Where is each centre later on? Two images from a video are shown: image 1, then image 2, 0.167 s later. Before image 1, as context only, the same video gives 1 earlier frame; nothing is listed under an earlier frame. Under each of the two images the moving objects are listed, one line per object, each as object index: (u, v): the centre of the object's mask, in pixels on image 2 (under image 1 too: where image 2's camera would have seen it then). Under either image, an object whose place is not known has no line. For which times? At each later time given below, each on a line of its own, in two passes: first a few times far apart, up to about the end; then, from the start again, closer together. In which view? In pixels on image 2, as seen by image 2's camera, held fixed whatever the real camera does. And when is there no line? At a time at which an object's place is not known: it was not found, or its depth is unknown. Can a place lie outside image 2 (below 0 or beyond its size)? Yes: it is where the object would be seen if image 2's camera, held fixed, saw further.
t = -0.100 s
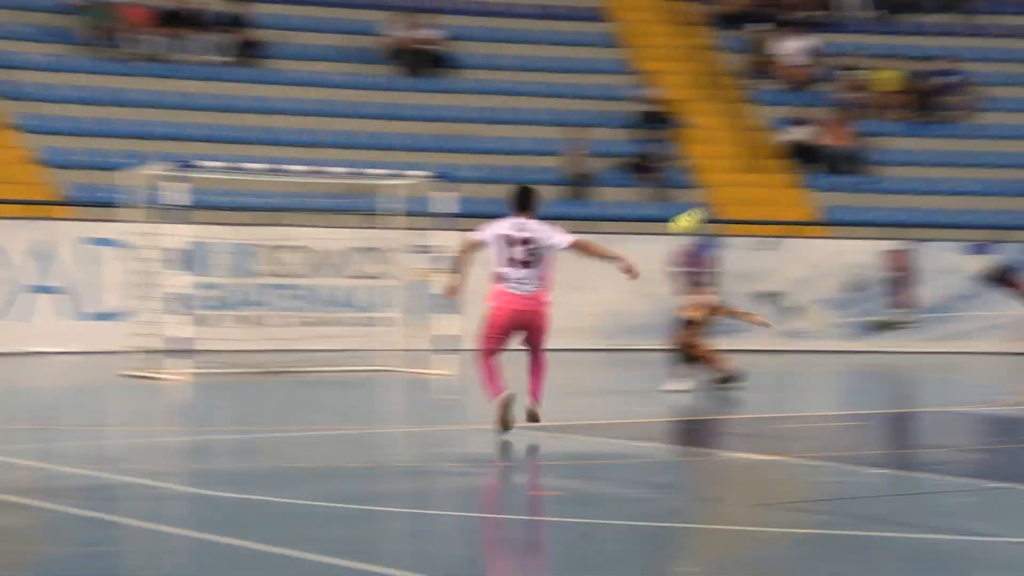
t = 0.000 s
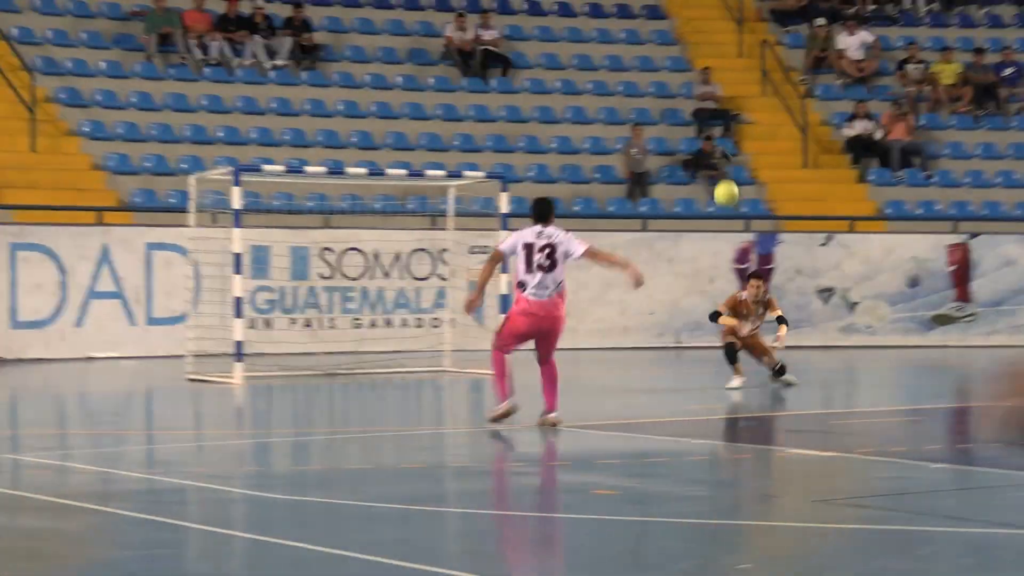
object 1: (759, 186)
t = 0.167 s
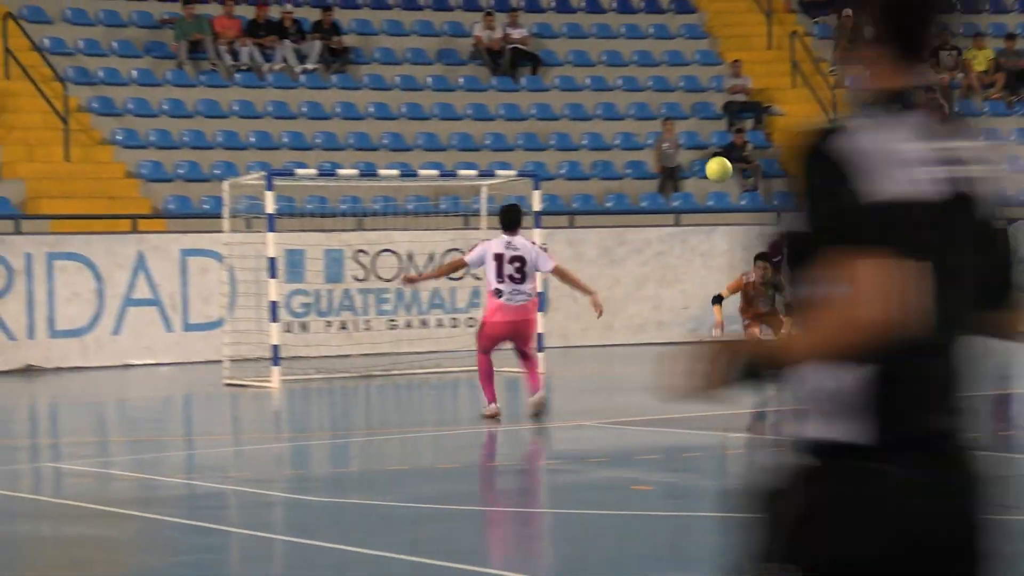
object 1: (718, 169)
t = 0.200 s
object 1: (711, 170)
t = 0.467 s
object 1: (631, 235)
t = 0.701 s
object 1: (545, 403)
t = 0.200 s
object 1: (711, 170)
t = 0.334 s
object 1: (675, 185)
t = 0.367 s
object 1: (663, 197)
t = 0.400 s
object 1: (653, 207)
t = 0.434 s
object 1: (643, 220)
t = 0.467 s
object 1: (631, 235)
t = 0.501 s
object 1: (620, 252)
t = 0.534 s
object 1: (608, 272)
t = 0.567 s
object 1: (596, 295)
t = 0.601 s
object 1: (585, 316)
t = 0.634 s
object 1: (571, 344)
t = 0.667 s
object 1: (559, 372)
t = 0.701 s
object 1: (545, 403)
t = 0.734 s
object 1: (530, 432)
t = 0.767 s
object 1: (513, 422)
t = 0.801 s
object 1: (495, 404)
